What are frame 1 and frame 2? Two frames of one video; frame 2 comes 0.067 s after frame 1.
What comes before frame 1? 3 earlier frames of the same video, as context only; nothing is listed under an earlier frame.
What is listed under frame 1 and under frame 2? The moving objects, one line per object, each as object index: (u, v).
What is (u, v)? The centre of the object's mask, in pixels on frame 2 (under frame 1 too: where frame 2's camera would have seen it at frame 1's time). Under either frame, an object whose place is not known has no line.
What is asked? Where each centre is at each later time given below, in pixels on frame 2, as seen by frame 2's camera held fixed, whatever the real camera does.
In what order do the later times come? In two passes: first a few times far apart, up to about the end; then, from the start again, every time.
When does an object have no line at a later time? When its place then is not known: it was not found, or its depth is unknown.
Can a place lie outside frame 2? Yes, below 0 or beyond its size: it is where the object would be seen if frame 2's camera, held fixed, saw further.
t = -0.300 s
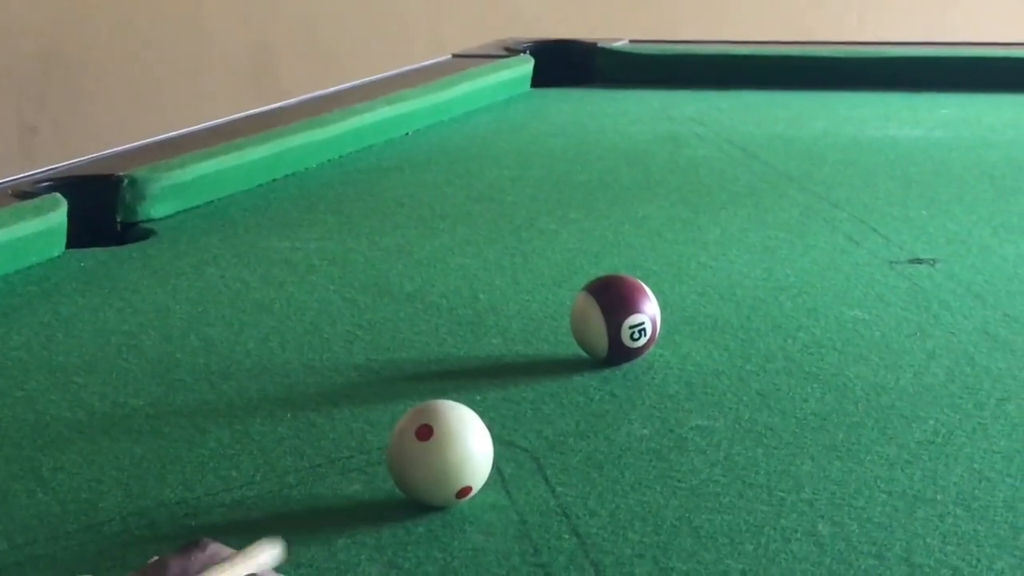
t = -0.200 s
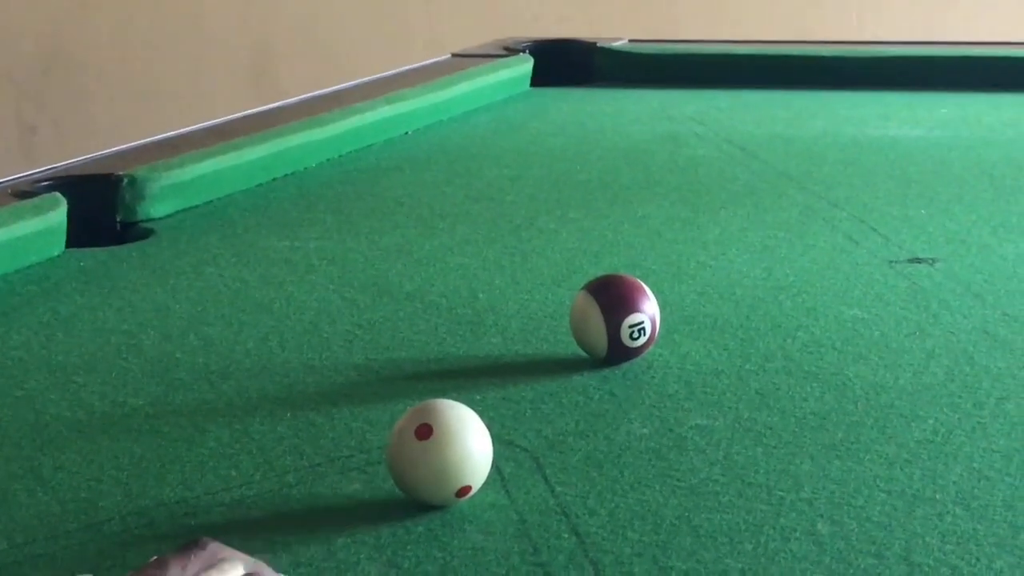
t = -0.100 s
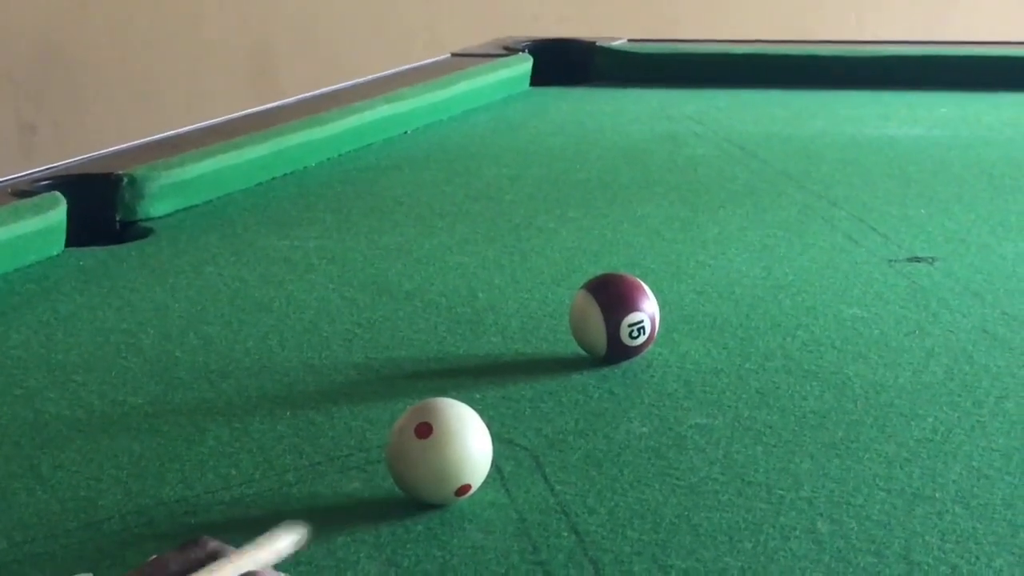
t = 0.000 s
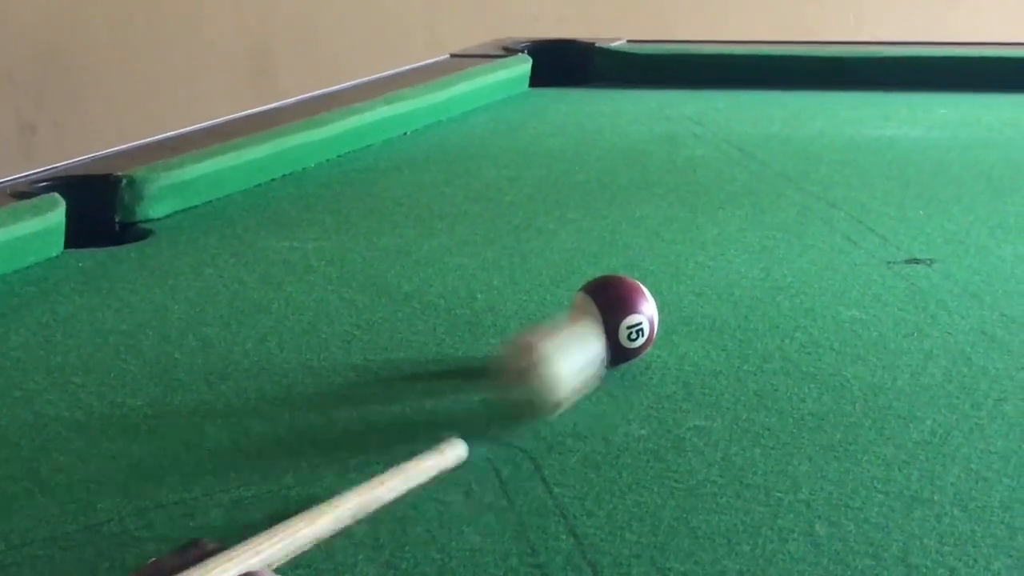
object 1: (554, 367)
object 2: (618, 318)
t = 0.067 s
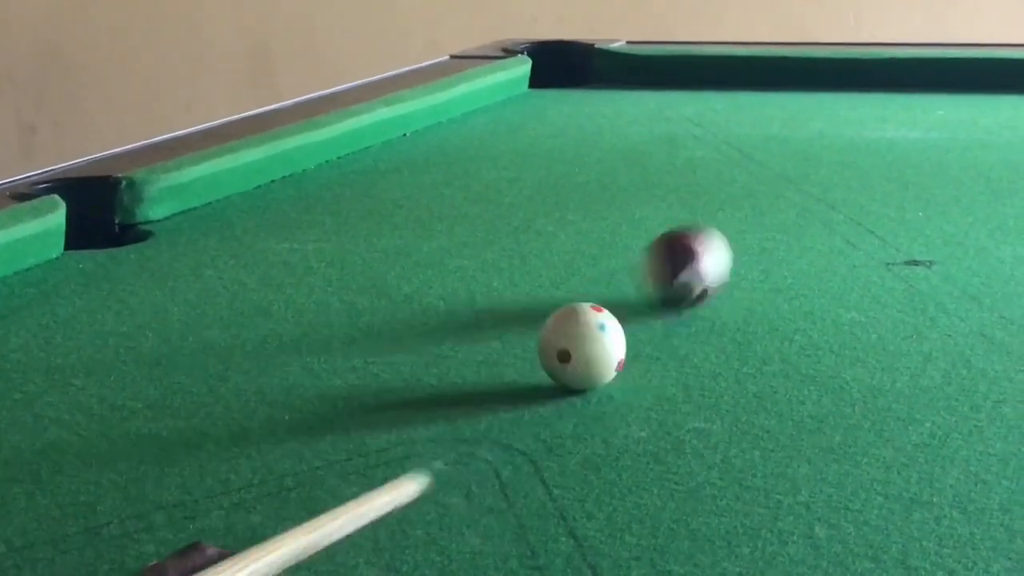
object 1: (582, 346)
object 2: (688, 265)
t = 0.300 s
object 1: (579, 349)
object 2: (859, 134)
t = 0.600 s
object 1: (578, 346)
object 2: (922, 81)
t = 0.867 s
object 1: (578, 347)
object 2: (835, 132)
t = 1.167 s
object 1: (578, 347)
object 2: (701, 209)
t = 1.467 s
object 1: (578, 347)
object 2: (495, 326)
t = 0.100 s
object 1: (582, 347)
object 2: (725, 238)
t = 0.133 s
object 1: (582, 348)
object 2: (756, 214)
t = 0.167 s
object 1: (581, 348)
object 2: (782, 193)
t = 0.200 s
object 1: (580, 349)
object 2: (805, 174)
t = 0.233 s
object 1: (579, 349)
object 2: (826, 159)
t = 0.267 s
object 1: (579, 349)
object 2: (845, 146)
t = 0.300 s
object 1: (579, 349)
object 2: (859, 134)
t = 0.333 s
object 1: (579, 348)
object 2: (874, 123)
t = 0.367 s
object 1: (578, 348)
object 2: (887, 112)
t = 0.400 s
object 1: (578, 348)
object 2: (901, 102)
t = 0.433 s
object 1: (578, 348)
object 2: (912, 93)
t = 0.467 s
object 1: (578, 347)
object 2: (923, 84)
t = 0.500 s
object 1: (578, 347)
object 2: (934, 76)
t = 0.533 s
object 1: (578, 347)
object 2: (942, 70)
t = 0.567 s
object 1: (578, 346)
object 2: (933, 75)
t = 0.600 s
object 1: (578, 346)
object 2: (922, 81)
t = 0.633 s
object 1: (578, 346)
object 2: (912, 88)
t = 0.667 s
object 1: (578, 346)
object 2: (901, 94)
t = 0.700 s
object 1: (578, 346)
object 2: (891, 99)
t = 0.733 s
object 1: (578, 346)
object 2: (880, 105)
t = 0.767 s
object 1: (578, 346)
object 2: (870, 112)
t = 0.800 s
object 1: (578, 346)
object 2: (859, 119)
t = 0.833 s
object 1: (578, 347)
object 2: (847, 125)
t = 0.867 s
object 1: (578, 347)
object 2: (835, 132)
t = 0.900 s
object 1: (578, 347)
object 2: (822, 140)
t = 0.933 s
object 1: (578, 347)
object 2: (809, 147)
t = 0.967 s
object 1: (578, 347)
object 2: (795, 154)
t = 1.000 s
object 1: (578, 347)
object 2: (781, 163)
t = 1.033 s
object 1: (578, 347)
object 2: (767, 171)
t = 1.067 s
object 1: (578, 346)
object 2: (751, 180)
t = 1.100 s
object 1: (578, 346)
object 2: (735, 189)
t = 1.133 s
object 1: (578, 346)
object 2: (718, 199)
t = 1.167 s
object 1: (578, 347)
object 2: (701, 209)
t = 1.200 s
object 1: (578, 346)
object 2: (682, 220)
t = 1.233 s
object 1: (578, 347)
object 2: (662, 230)
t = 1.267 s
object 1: (578, 347)
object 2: (643, 243)
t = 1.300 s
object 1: (578, 347)
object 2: (621, 255)
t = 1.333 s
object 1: (578, 346)
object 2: (600, 266)
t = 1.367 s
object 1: (578, 346)
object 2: (575, 275)
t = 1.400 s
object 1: (578, 346)
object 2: (548, 288)
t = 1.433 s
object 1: (578, 346)
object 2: (520, 308)
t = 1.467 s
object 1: (578, 347)
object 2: (495, 326)
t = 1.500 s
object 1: (578, 347)
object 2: (465, 343)
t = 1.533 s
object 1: (578, 347)
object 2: (435, 361)
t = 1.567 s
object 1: (578, 347)
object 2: (403, 381)
